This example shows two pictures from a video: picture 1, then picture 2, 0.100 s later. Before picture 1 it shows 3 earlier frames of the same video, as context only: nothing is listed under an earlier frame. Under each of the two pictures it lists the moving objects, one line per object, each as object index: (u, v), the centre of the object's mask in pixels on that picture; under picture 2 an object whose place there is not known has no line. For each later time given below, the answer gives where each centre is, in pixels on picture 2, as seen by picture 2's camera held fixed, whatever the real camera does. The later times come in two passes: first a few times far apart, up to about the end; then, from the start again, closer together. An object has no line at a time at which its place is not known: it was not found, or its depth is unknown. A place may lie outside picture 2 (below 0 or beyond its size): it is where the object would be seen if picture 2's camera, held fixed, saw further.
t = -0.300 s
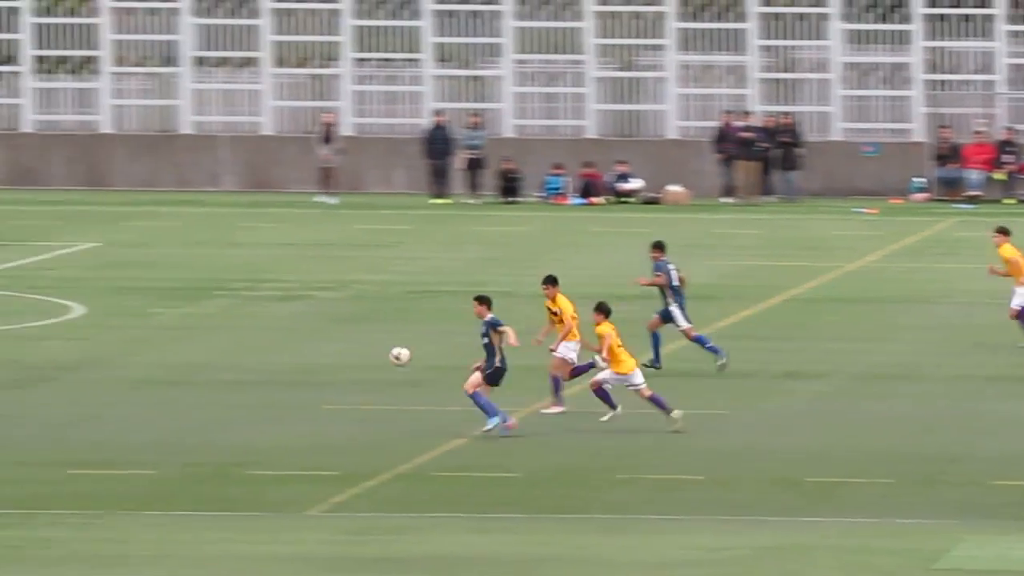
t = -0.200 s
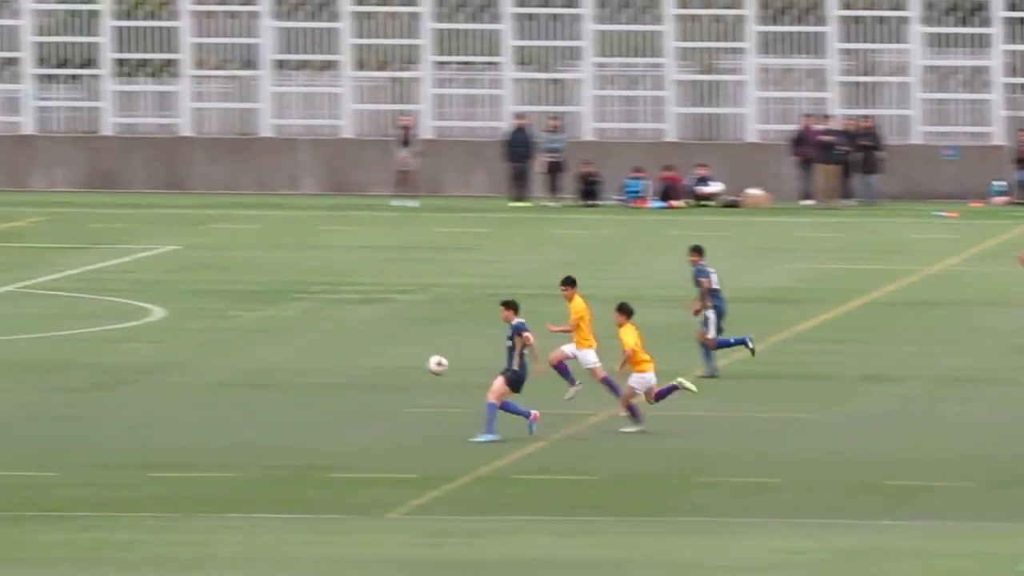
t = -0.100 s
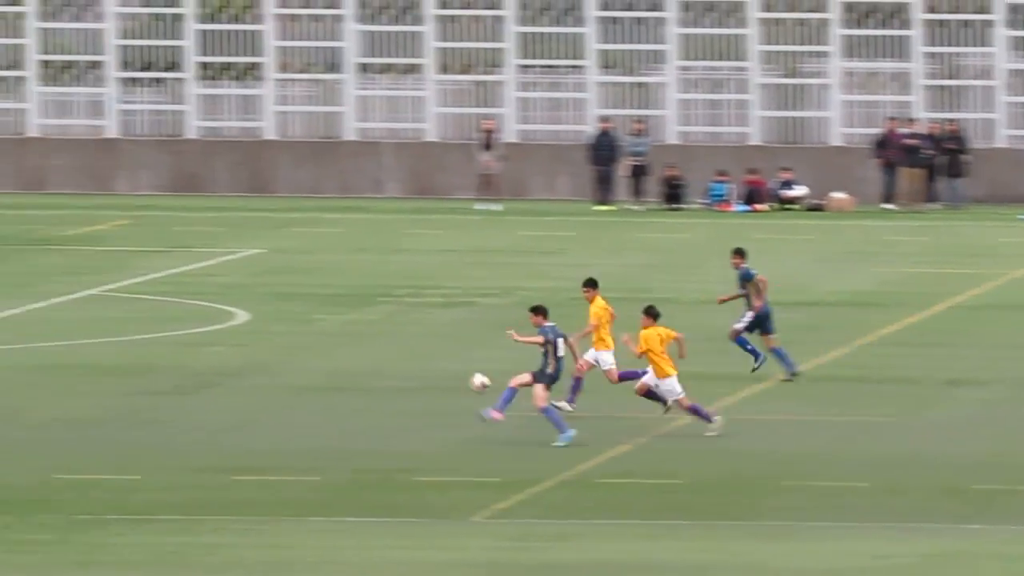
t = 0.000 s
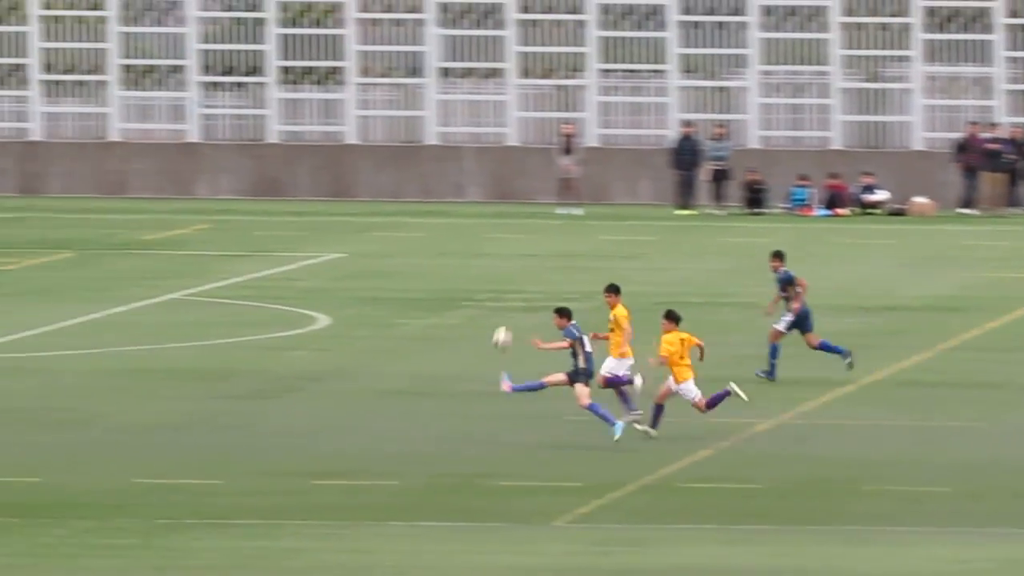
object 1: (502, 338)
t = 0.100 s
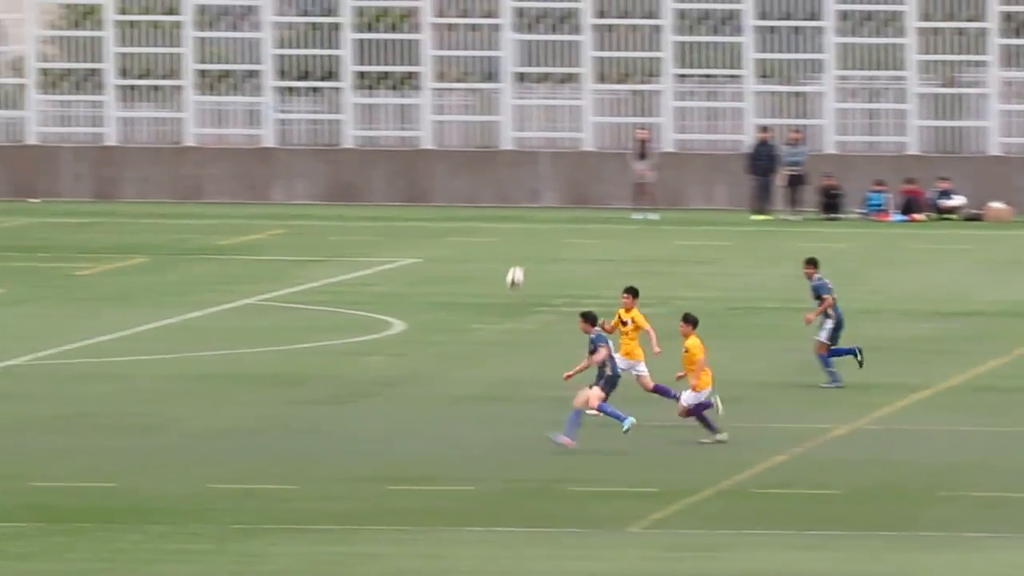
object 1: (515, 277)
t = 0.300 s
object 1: (399, 180)
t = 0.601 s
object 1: (239, 111)
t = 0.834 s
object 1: (127, 115)
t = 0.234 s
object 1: (436, 206)
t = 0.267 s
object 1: (417, 193)
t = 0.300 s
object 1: (399, 180)
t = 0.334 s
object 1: (379, 168)
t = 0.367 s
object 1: (361, 156)
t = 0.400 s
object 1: (343, 146)
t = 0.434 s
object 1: (325, 138)
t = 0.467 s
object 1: (308, 130)
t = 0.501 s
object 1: (290, 124)
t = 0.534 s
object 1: (273, 119)
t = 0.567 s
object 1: (256, 114)
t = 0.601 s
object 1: (239, 111)
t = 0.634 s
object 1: (222, 108)
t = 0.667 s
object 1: (206, 107)
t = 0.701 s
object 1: (189, 106)
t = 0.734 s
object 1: (173, 107)
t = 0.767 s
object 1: (157, 109)
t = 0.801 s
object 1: (142, 111)
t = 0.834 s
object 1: (127, 115)
